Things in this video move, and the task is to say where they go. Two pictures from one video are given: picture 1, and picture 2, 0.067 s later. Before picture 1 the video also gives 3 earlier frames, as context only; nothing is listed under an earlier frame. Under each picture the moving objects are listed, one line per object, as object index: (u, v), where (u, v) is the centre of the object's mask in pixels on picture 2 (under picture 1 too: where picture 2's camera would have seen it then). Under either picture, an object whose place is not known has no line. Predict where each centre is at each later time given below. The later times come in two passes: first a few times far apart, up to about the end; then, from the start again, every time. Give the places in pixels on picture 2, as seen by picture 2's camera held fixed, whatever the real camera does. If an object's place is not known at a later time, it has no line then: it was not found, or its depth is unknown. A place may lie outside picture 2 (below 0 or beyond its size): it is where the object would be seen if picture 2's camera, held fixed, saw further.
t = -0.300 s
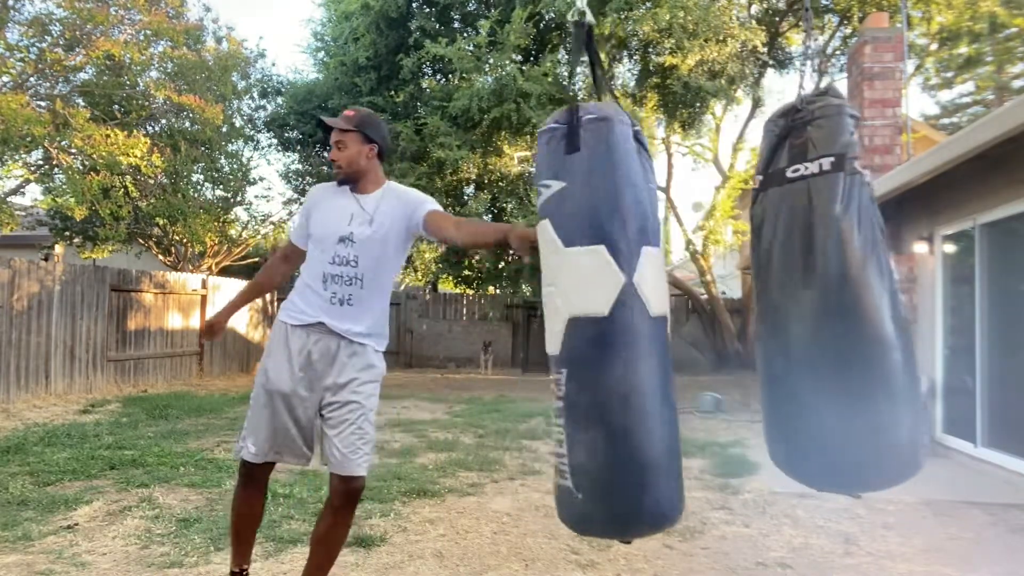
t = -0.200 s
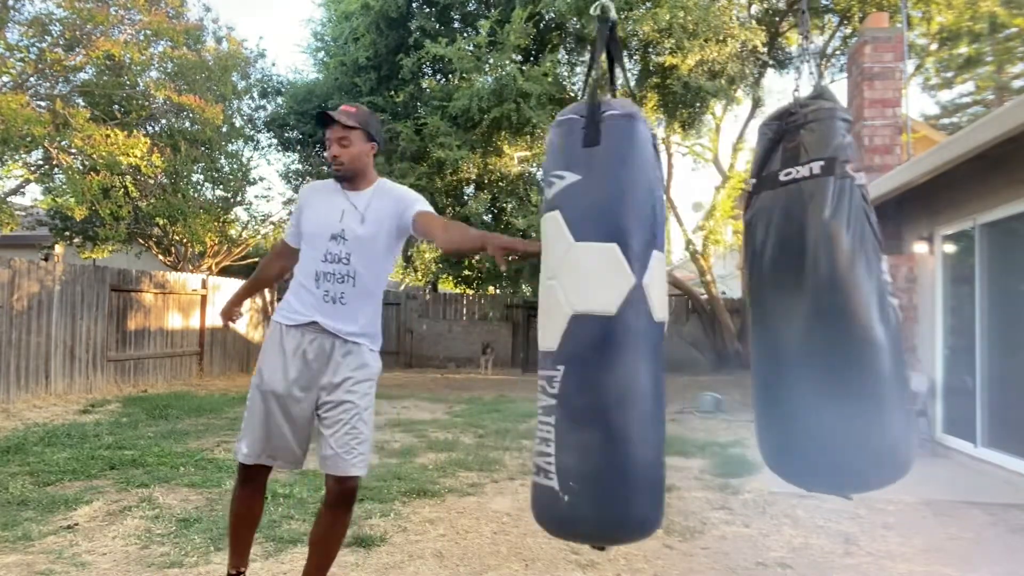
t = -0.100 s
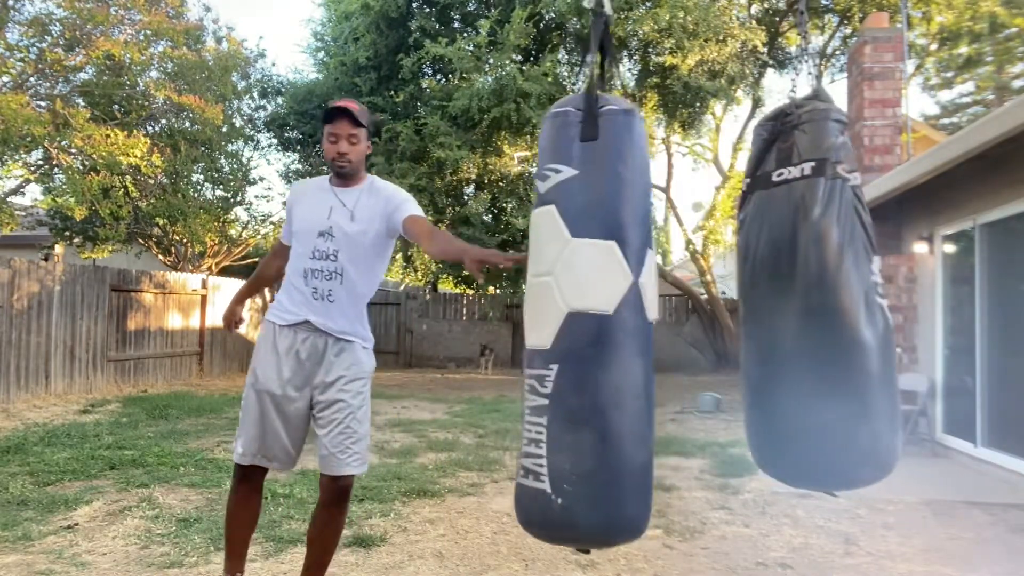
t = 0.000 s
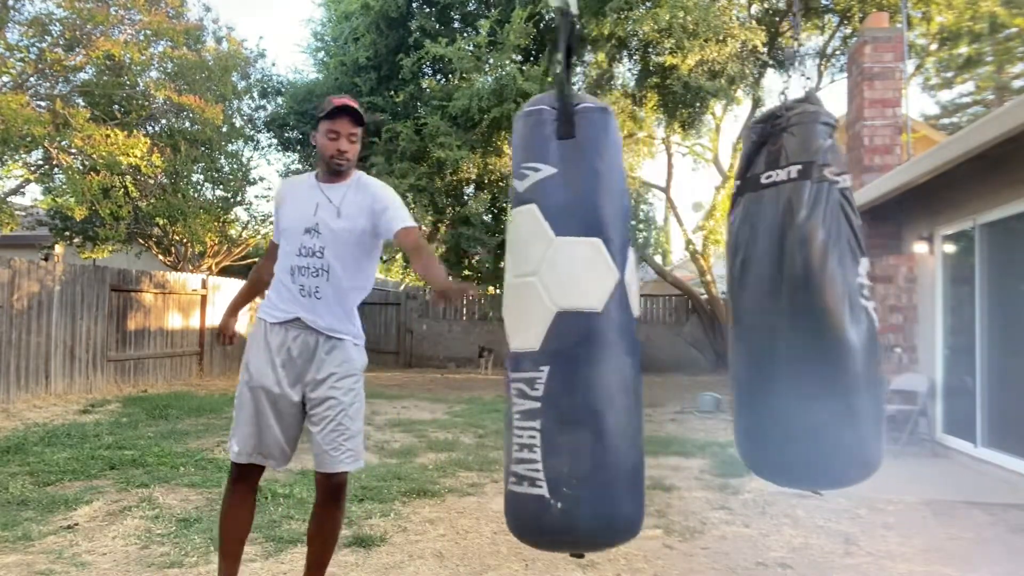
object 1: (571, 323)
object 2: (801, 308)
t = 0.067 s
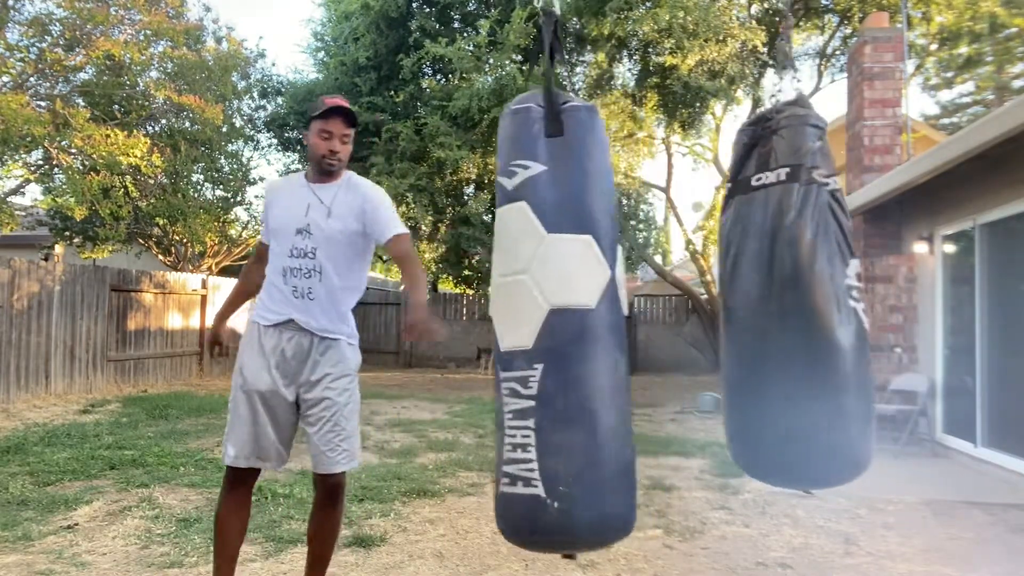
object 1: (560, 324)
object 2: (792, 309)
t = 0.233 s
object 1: (540, 319)
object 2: (771, 308)
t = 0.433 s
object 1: (510, 317)
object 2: (745, 306)
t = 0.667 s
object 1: (491, 311)
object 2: (719, 304)
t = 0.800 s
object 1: (491, 308)
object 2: (710, 304)
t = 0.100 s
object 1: (554, 323)
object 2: (787, 309)
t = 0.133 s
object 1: (550, 323)
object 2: (783, 307)
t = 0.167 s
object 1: (547, 322)
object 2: (779, 307)
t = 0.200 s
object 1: (543, 322)
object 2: (775, 307)
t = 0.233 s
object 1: (540, 319)
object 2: (771, 308)
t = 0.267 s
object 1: (536, 318)
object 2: (766, 308)
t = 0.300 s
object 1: (532, 317)
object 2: (762, 307)
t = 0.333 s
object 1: (526, 317)
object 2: (757, 307)
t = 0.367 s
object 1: (521, 317)
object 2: (754, 306)
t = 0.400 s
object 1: (516, 317)
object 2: (749, 306)
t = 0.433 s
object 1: (510, 317)
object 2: (745, 306)
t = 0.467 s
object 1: (505, 315)
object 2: (741, 306)
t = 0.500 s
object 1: (500, 315)
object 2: (736, 306)
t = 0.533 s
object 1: (496, 314)
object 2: (732, 306)
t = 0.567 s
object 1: (494, 313)
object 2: (729, 306)
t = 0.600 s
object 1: (492, 312)
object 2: (725, 305)
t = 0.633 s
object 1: (491, 312)
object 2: (722, 304)
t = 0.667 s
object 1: (491, 311)
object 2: (719, 304)
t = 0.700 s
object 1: (491, 310)
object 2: (717, 304)
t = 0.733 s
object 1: (491, 309)
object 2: (715, 304)
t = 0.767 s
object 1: (490, 309)
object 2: (712, 304)
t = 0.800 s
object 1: (491, 308)
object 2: (710, 304)
